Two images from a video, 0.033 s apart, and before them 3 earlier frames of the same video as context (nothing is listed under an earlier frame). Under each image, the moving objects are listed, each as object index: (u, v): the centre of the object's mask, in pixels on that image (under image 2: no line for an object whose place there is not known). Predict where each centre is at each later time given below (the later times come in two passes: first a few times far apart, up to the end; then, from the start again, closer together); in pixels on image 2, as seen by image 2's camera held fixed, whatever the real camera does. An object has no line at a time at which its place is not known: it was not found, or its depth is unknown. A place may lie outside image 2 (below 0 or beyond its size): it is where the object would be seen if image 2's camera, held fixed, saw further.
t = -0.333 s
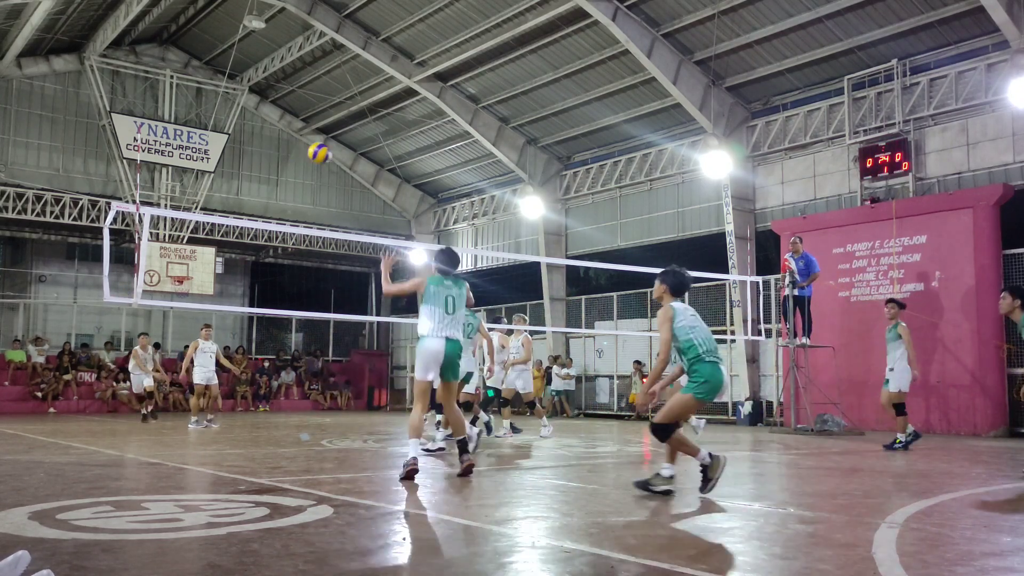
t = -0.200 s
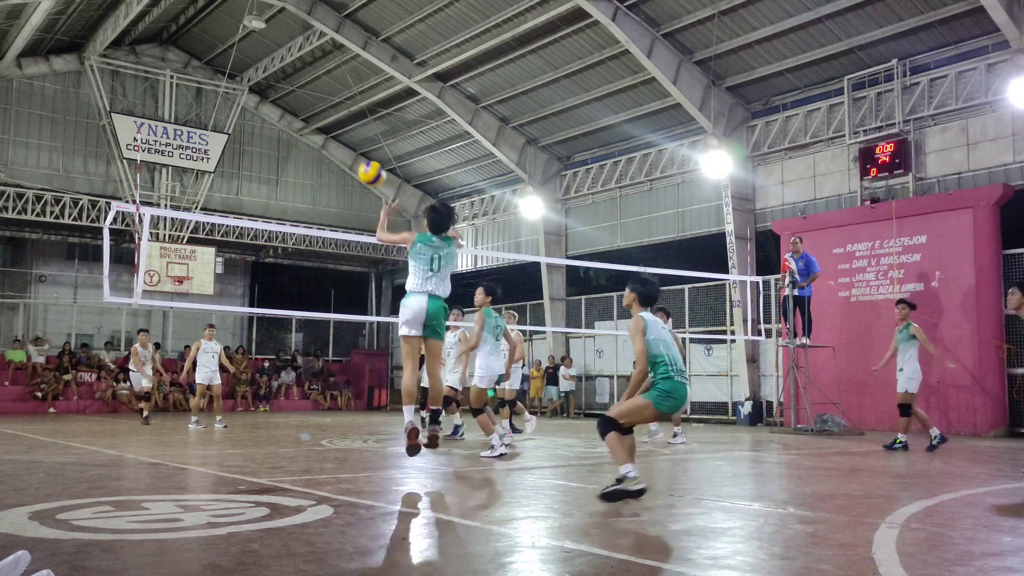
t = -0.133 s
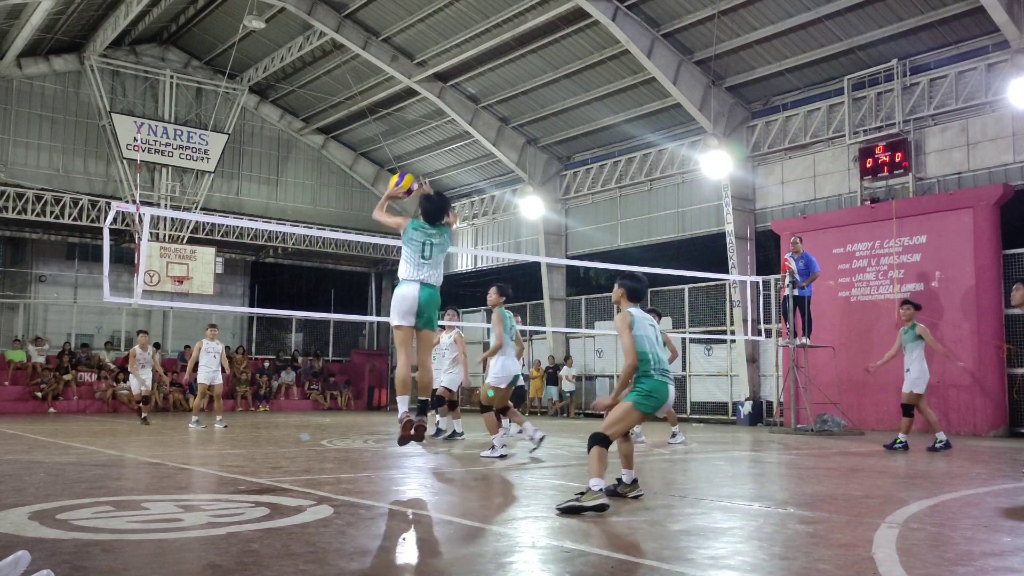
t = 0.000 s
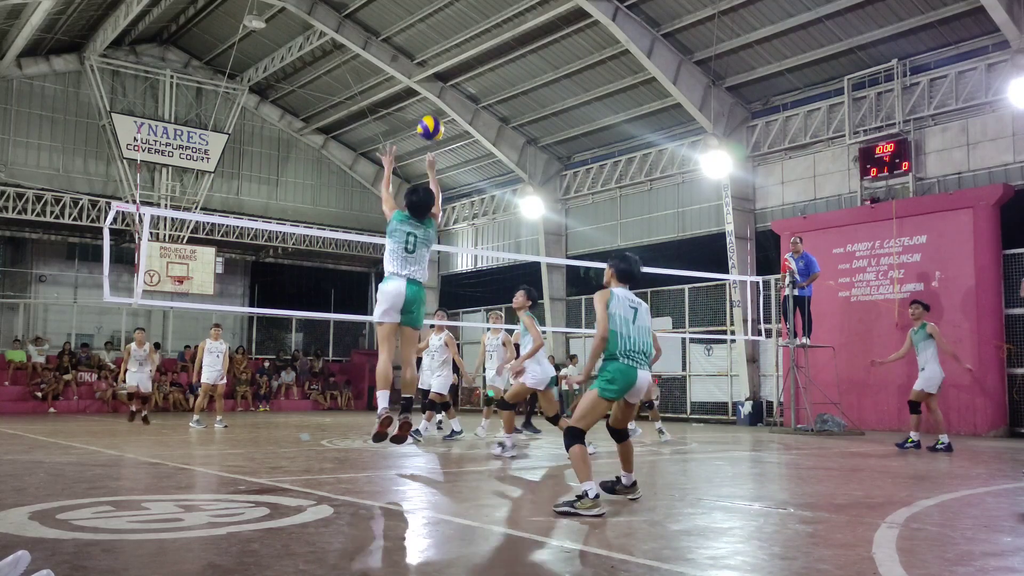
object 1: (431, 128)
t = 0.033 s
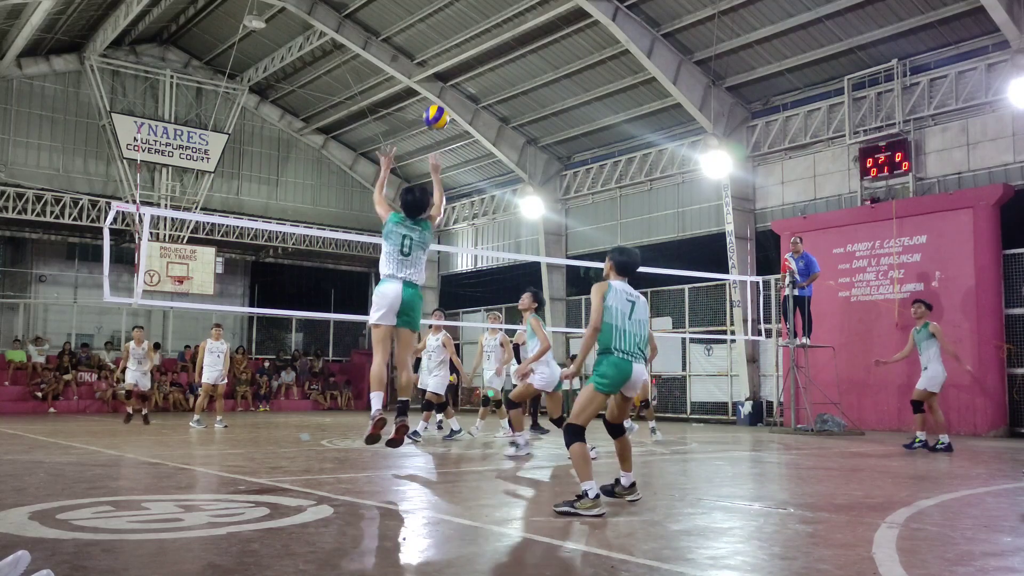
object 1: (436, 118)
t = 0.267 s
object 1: (471, 80)
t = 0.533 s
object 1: (506, 108)
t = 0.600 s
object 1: (514, 125)
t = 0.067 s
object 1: (441, 108)
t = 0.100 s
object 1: (447, 99)
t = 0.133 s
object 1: (452, 93)
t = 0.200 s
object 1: (462, 83)
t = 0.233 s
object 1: (467, 81)
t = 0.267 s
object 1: (471, 80)
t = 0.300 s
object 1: (476, 79)
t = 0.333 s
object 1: (480, 80)
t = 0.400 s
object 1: (490, 85)
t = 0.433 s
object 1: (494, 89)
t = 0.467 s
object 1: (498, 94)
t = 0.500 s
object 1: (502, 101)
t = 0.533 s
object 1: (506, 108)
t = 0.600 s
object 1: (514, 125)
